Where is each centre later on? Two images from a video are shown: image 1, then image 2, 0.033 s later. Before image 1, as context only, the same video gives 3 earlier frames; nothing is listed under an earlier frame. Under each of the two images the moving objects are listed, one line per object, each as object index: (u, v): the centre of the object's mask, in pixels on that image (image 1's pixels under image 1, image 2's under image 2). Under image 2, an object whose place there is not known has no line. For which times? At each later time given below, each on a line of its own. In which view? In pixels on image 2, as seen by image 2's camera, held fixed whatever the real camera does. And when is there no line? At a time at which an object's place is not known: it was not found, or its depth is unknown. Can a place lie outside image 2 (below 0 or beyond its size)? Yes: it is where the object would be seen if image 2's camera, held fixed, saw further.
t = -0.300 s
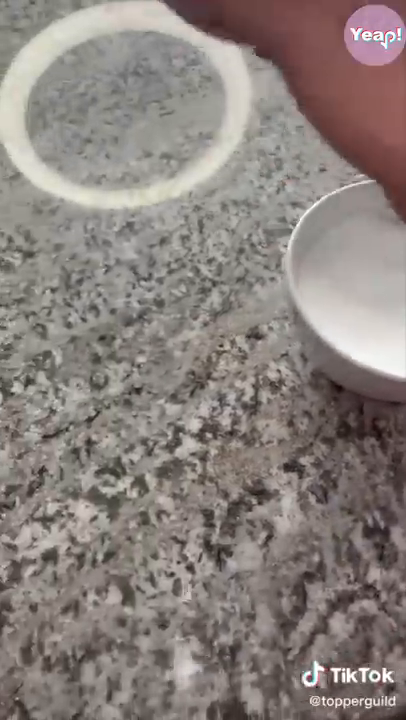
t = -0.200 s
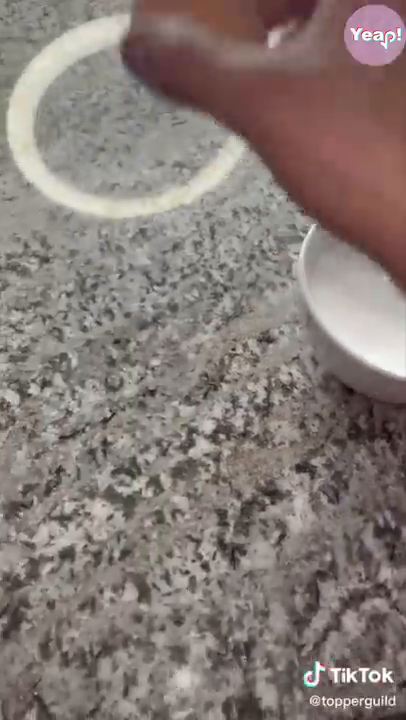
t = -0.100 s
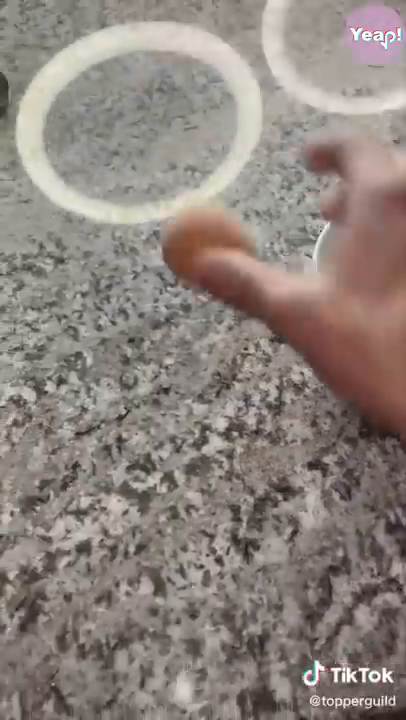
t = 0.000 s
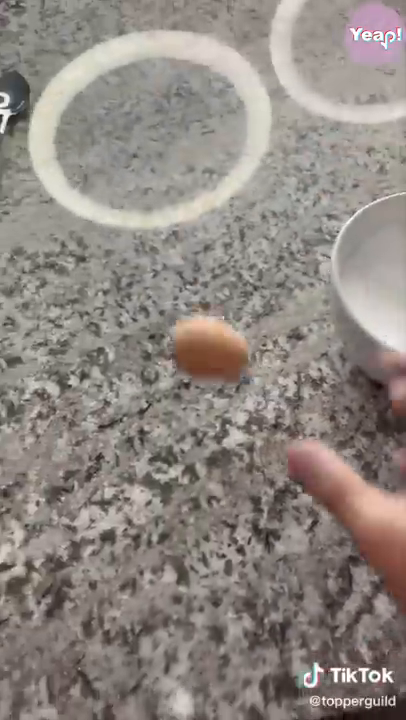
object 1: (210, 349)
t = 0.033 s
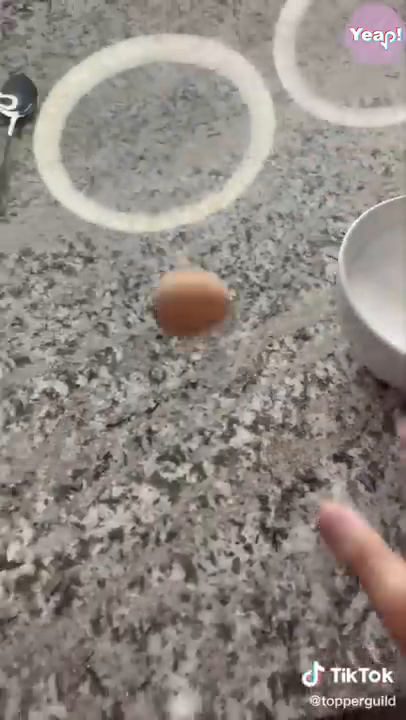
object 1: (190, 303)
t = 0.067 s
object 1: (165, 264)
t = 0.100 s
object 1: (135, 225)
